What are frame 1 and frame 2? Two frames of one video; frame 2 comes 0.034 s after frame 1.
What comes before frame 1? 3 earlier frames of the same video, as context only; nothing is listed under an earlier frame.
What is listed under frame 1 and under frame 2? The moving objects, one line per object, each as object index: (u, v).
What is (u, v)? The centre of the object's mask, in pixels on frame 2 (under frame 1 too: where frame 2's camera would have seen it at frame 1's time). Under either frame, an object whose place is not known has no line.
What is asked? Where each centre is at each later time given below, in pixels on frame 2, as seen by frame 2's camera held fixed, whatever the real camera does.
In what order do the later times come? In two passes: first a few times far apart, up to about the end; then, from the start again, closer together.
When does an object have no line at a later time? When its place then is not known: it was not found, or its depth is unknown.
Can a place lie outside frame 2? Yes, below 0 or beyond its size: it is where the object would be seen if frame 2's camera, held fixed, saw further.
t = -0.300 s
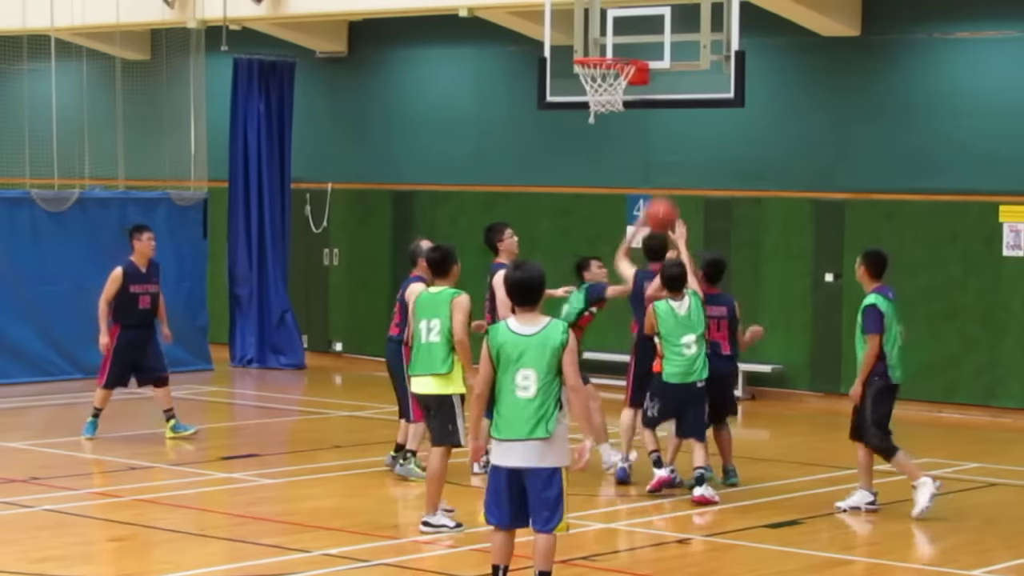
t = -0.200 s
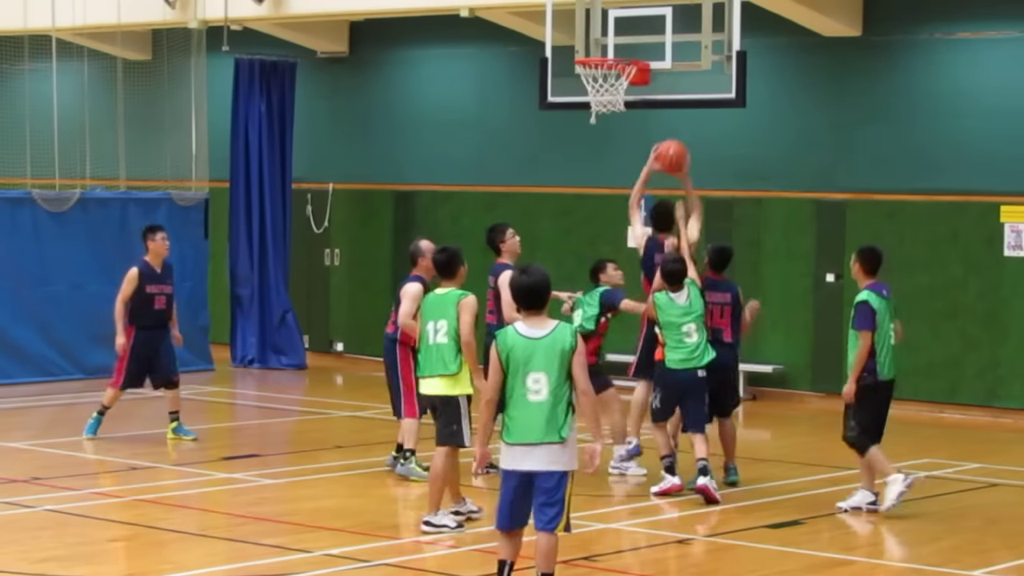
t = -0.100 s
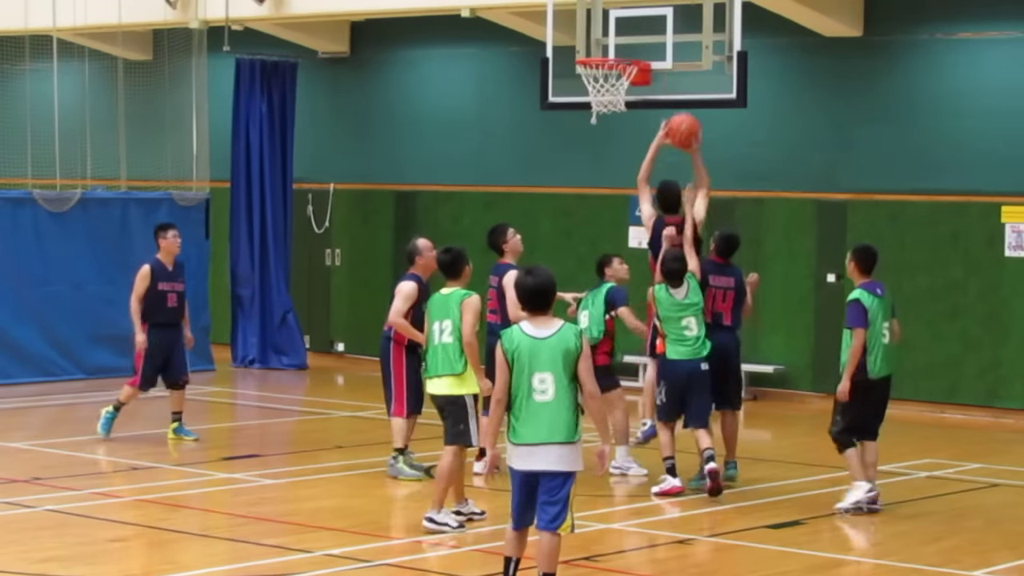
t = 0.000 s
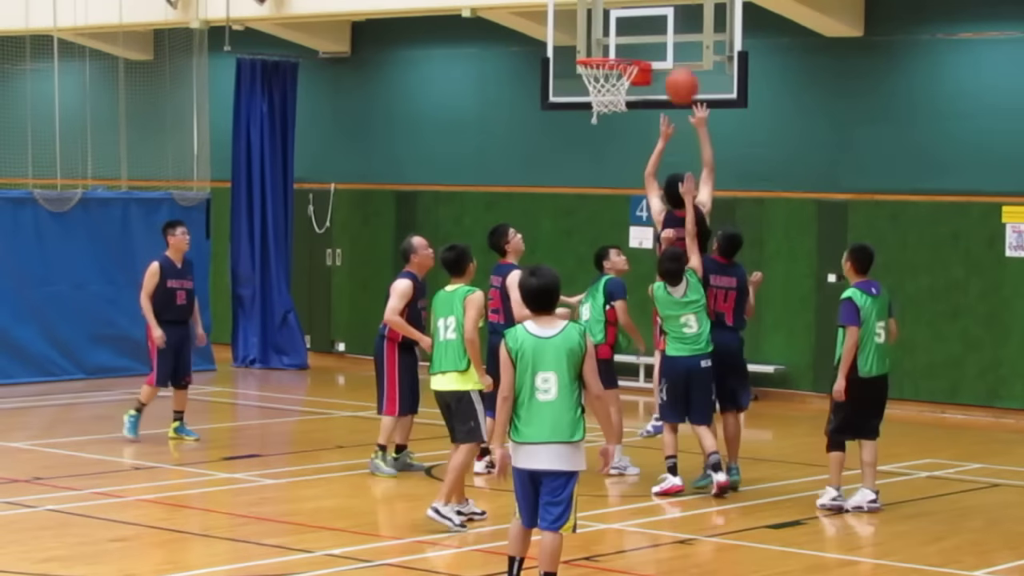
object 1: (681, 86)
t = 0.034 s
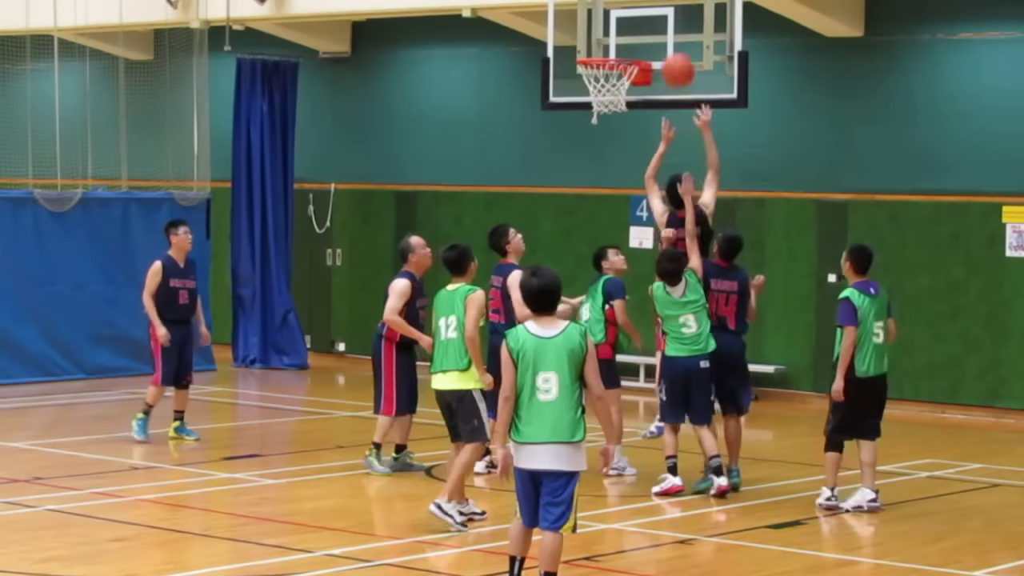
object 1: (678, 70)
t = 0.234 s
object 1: (654, 12)
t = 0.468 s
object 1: (608, 16)
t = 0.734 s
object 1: (589, 20)
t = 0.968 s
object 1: (596, 37)
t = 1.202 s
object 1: (612, 51)
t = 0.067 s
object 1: (674, 56)
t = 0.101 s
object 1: (669, 43)
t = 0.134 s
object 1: (666, 32)
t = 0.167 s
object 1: (662, 23)
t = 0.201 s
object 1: (658, 15)
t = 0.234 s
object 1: (654, 12)
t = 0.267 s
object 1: (650, 9)
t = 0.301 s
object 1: (644, 8)
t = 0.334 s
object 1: (636, 8)
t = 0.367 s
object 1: (629, 9)
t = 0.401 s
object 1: (622, 10)
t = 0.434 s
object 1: (615, 12)
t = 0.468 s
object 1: (608, 16)
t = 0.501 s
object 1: (601, 24)
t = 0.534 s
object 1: (594, 33)
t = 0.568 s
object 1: (587, 43)
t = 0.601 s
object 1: (586, 42)
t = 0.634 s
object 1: (586, 34)
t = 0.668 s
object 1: (587, 29)
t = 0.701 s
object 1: (588, 24)
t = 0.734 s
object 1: (589, 20)
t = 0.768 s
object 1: (590, 18)
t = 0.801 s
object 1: (591, 18)
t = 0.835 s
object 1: (592, 17)
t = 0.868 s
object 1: (593, 21)
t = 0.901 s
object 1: (595, 24)
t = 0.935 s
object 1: (596, 30)
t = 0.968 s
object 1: (596, 37)
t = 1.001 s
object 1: (598, 44)
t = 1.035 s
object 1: (599, 43)
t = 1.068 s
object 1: (602, 43)
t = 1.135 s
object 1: (606, 45)
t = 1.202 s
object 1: (612, 51)
